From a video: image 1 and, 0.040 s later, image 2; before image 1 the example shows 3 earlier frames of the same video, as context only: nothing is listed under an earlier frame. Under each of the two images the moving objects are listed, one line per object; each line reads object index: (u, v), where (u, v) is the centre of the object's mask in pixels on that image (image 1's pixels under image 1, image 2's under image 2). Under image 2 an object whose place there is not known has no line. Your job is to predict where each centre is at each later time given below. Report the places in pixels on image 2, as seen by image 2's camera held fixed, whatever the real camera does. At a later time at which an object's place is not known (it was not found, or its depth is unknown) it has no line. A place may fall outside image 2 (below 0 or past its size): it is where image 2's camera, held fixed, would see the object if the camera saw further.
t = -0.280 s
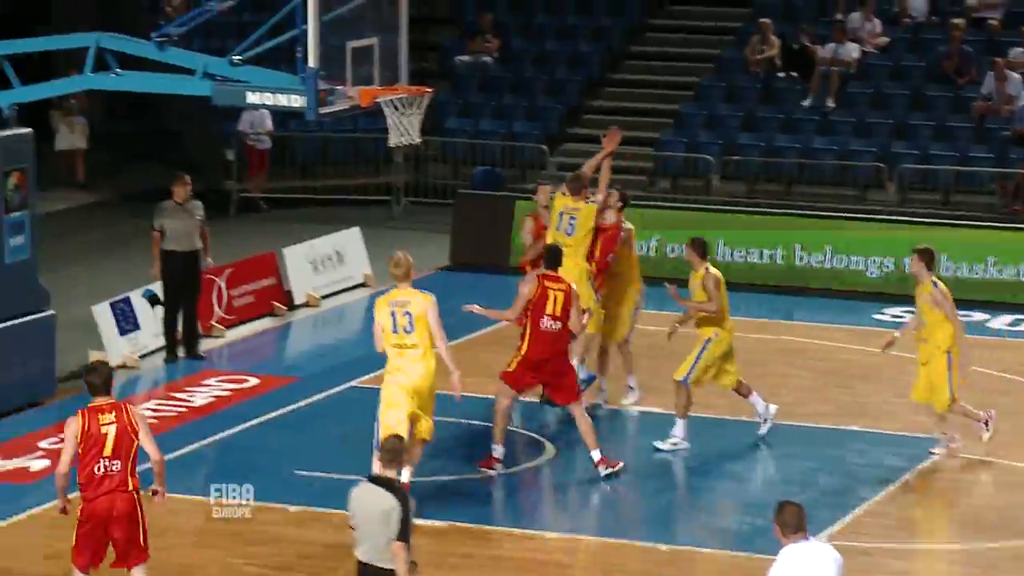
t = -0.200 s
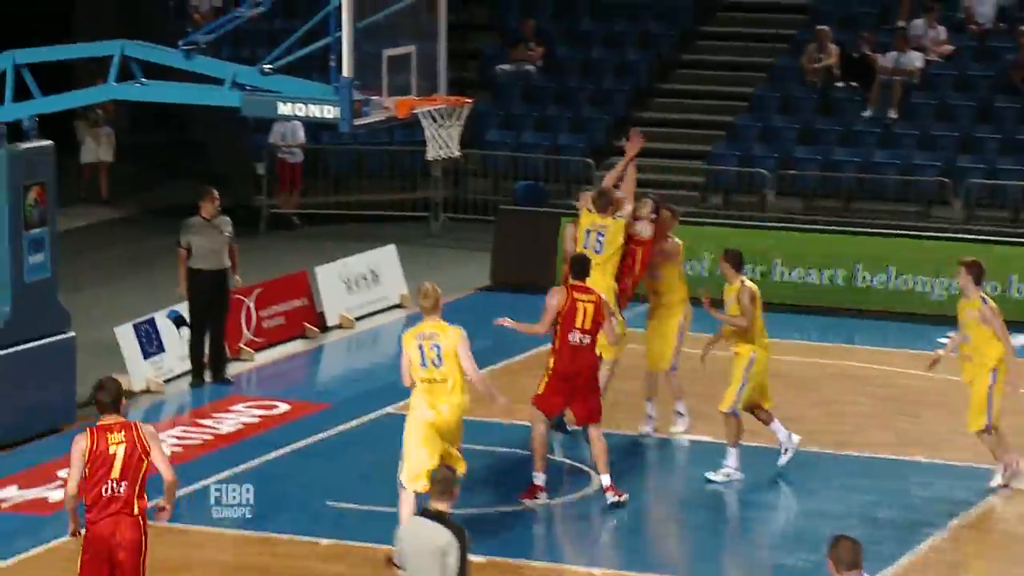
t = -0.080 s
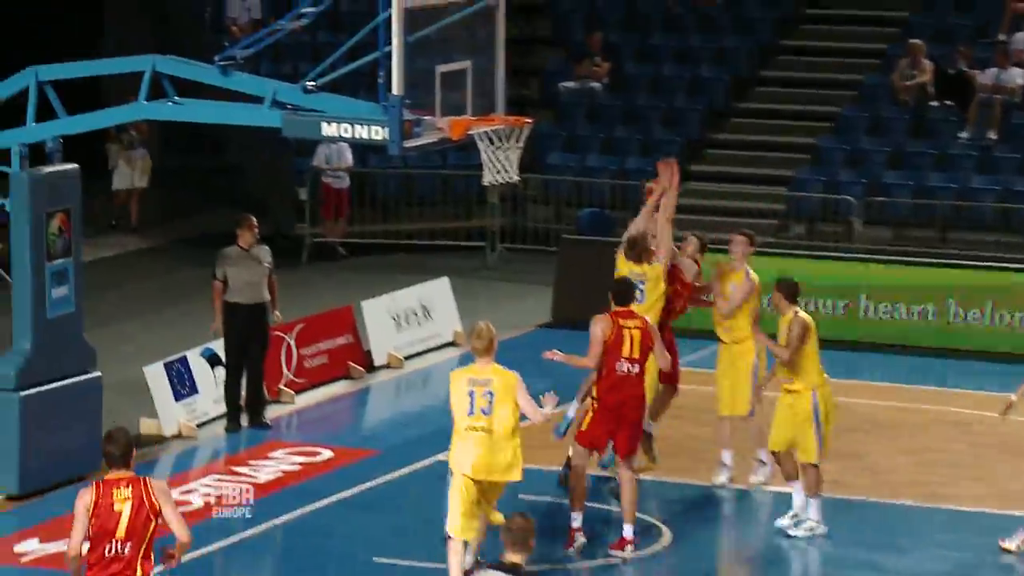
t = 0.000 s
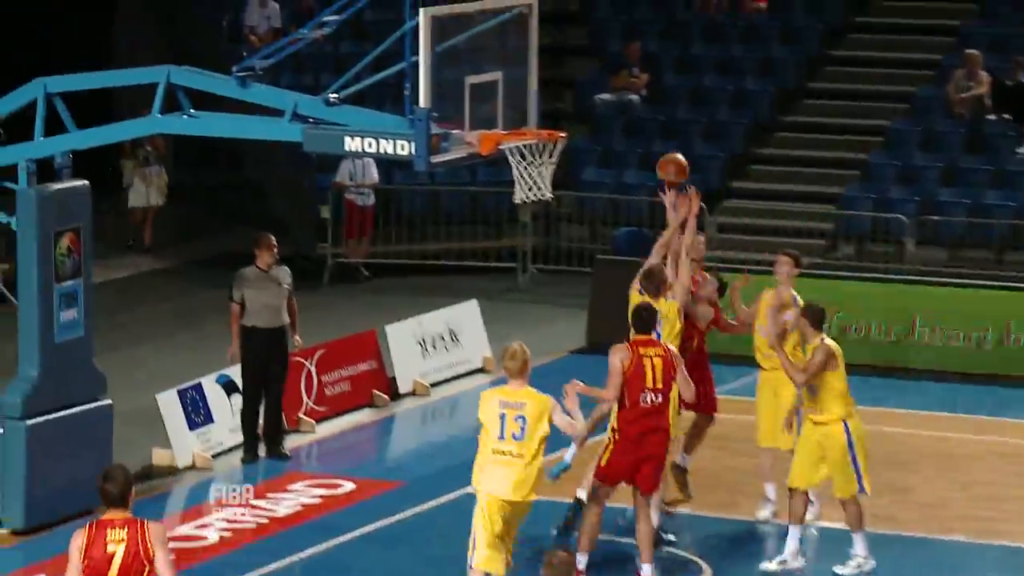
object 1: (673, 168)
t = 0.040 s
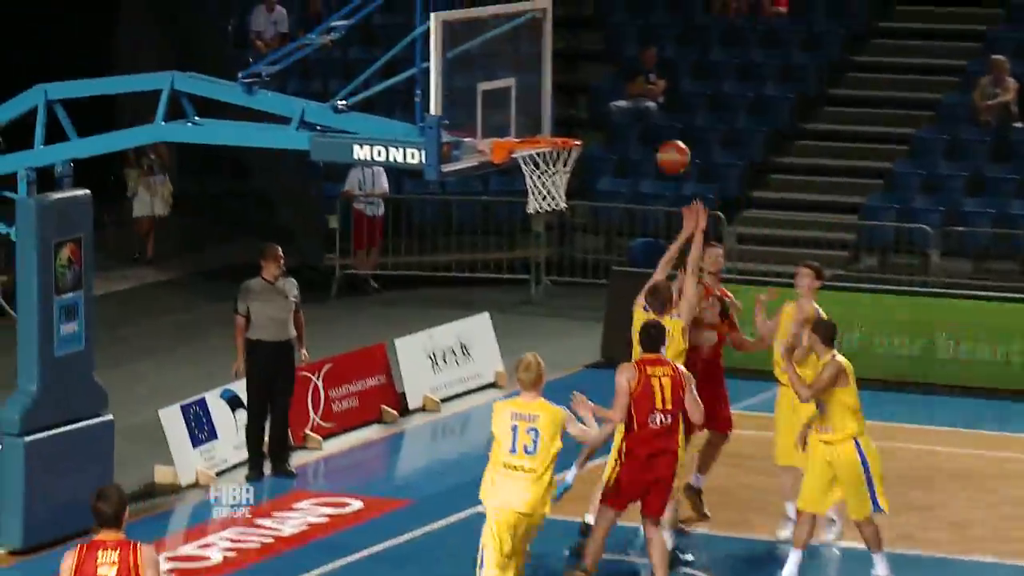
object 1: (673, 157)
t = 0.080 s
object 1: (656, 137)
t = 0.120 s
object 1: (639, 120)
